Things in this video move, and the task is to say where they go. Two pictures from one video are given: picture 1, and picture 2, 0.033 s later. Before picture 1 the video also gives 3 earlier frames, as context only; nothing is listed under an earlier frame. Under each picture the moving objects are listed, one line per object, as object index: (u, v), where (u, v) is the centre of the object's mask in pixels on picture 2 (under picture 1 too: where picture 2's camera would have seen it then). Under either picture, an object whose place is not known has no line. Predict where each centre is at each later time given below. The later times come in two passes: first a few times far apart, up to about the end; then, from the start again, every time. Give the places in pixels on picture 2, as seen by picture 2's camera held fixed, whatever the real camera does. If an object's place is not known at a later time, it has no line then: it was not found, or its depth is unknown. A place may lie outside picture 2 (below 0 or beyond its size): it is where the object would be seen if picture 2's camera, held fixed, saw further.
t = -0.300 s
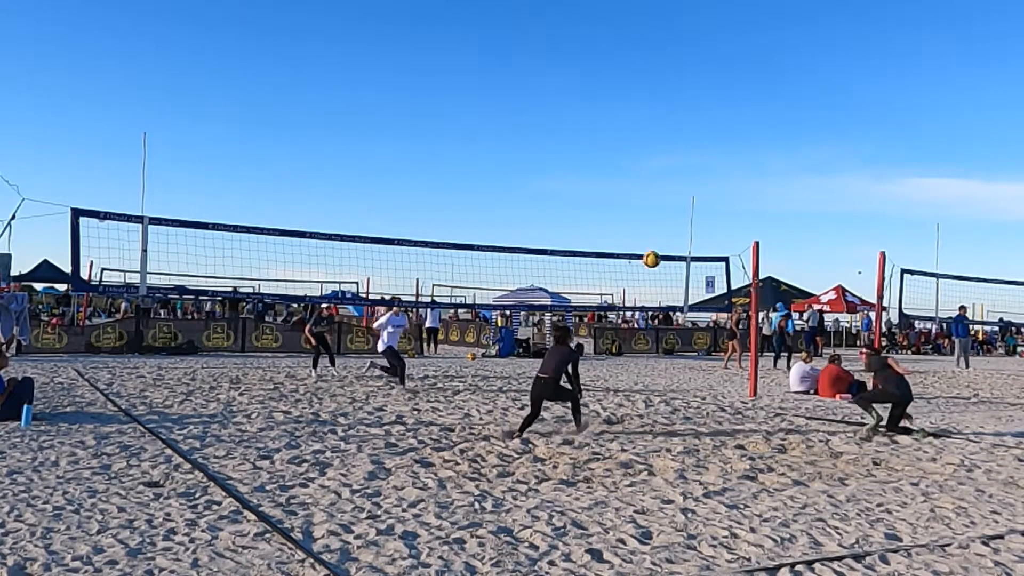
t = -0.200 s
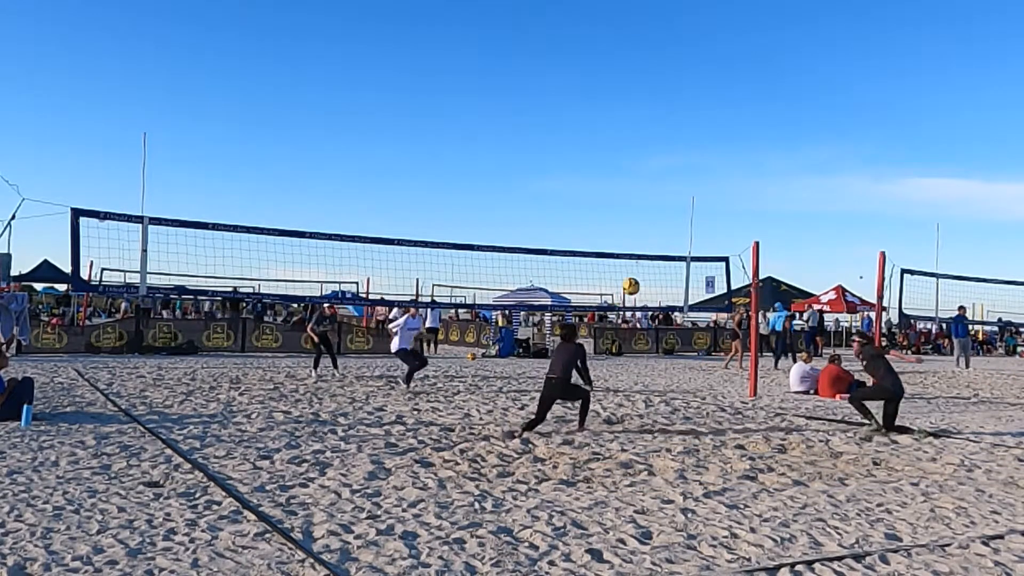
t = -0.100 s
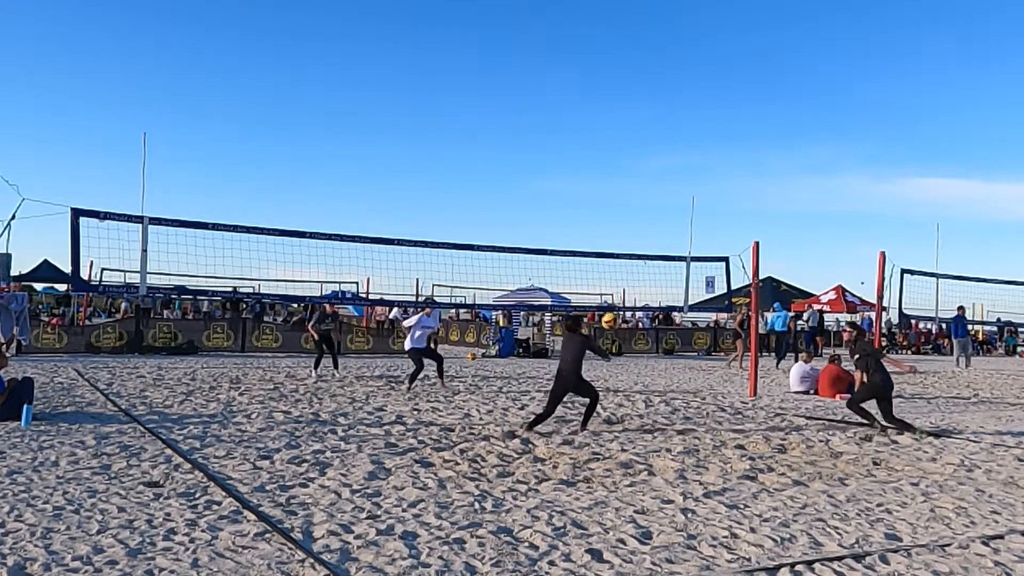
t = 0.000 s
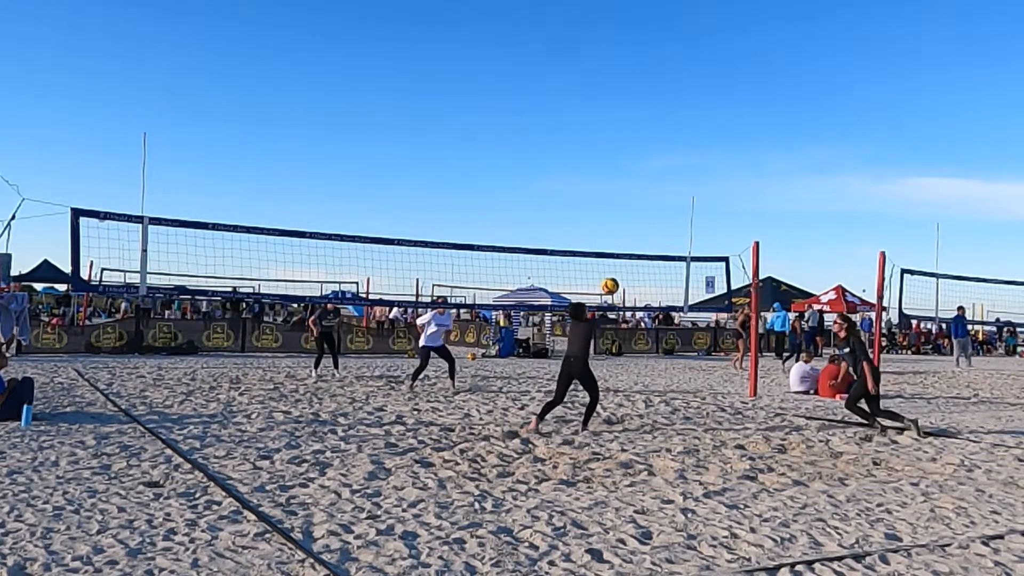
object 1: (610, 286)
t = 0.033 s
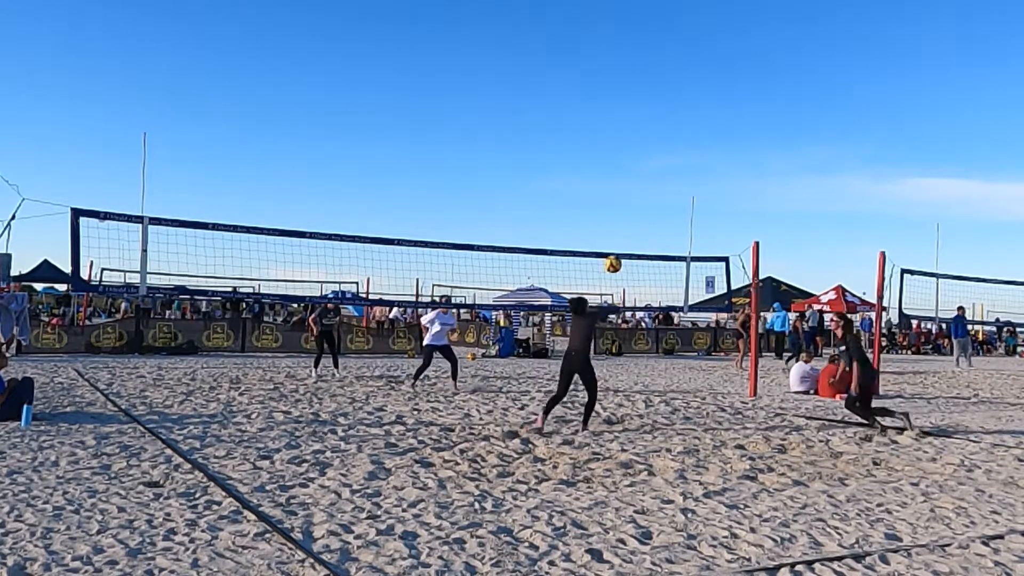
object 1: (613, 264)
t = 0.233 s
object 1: (629, 160)
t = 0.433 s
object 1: (643, 93)
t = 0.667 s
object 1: (657, 58)
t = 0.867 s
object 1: (668, 62)
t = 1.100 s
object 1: (678, 104)
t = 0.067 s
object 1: (615, 244)
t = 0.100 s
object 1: (618, 225)
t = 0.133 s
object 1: (621, 207)
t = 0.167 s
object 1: (623, 190)
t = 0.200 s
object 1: (626, 175)
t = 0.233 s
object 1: (629, 160)
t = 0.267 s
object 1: (631, 146)
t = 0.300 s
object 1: (634, 134)
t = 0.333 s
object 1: (637, 122)
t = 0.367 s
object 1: (639, 112)
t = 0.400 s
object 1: (641, 102)
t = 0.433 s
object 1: (643, 93)
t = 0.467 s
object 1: (645, 86)
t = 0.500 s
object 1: (647, 79)
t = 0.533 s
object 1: (650, 73)
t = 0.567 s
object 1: (652, 68)
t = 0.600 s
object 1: (653, 64)
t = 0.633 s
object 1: (655, 61)
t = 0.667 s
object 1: (657, 58)
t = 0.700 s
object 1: (659, 57)
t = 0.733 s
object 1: (661, 56)
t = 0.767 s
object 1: (663, 56)
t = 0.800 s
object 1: (664, 57)
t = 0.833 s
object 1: (666, 59)
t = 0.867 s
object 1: (668, 62)
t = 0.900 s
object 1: (669, 65)
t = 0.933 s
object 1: (671, 70)
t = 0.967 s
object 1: (672, 75)
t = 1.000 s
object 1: (674, 81)
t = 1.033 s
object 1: (675, 88)
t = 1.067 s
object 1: (677, 95)
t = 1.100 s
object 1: (678, 104)
